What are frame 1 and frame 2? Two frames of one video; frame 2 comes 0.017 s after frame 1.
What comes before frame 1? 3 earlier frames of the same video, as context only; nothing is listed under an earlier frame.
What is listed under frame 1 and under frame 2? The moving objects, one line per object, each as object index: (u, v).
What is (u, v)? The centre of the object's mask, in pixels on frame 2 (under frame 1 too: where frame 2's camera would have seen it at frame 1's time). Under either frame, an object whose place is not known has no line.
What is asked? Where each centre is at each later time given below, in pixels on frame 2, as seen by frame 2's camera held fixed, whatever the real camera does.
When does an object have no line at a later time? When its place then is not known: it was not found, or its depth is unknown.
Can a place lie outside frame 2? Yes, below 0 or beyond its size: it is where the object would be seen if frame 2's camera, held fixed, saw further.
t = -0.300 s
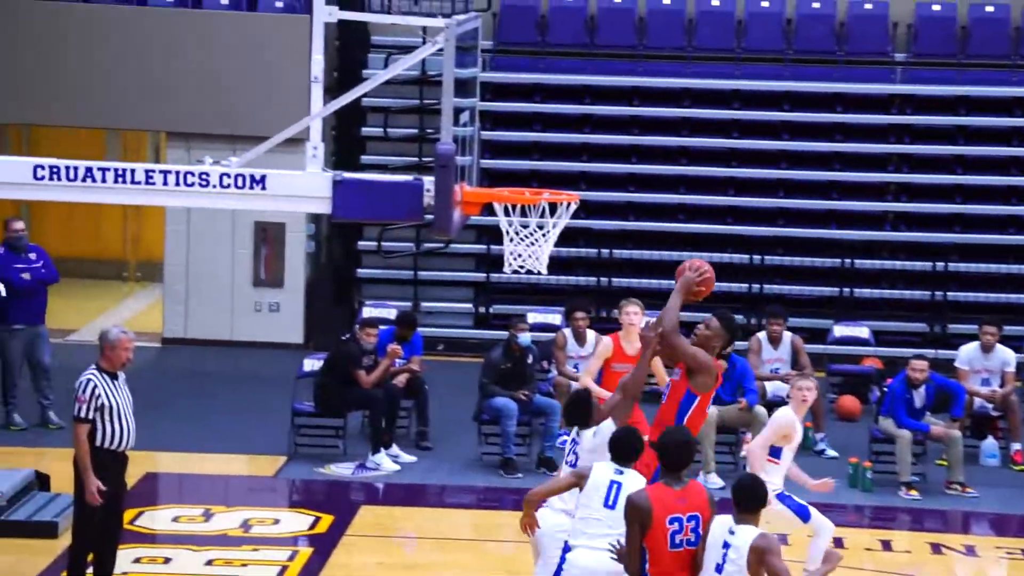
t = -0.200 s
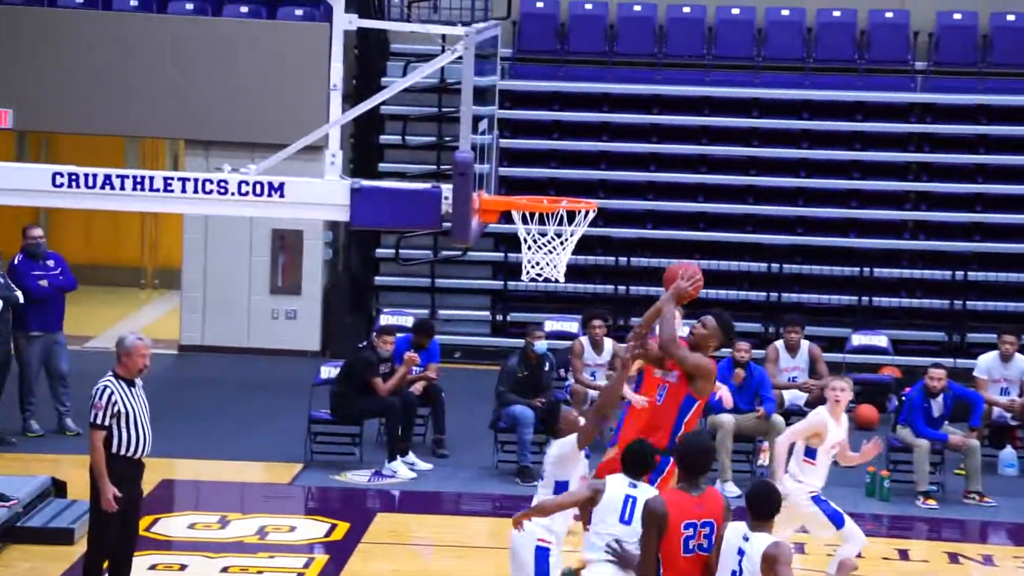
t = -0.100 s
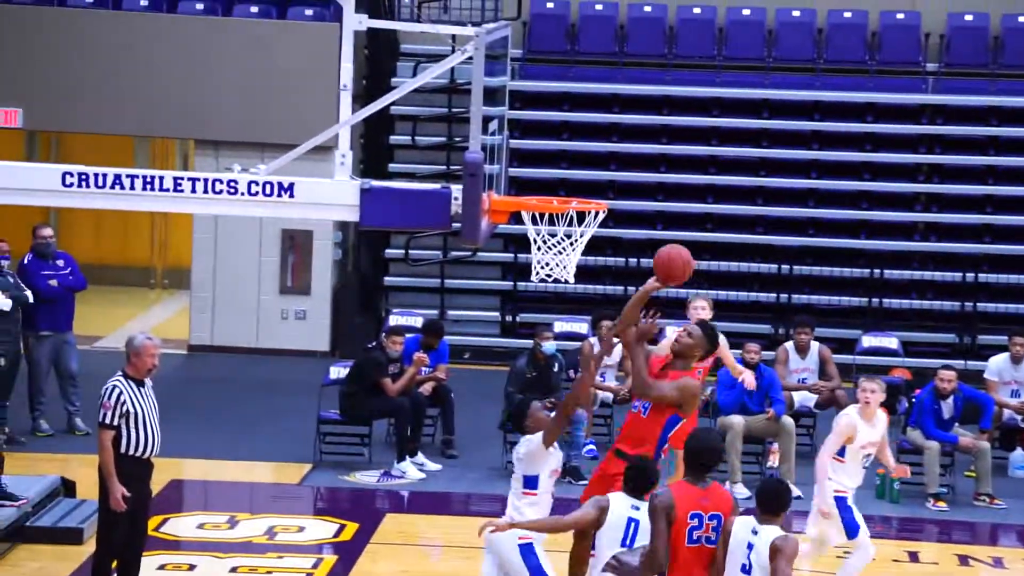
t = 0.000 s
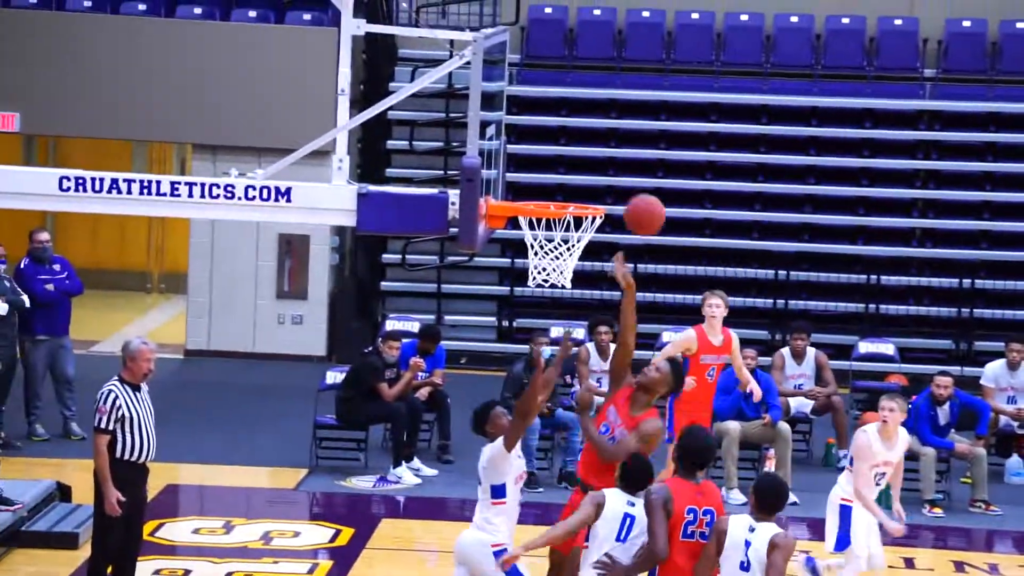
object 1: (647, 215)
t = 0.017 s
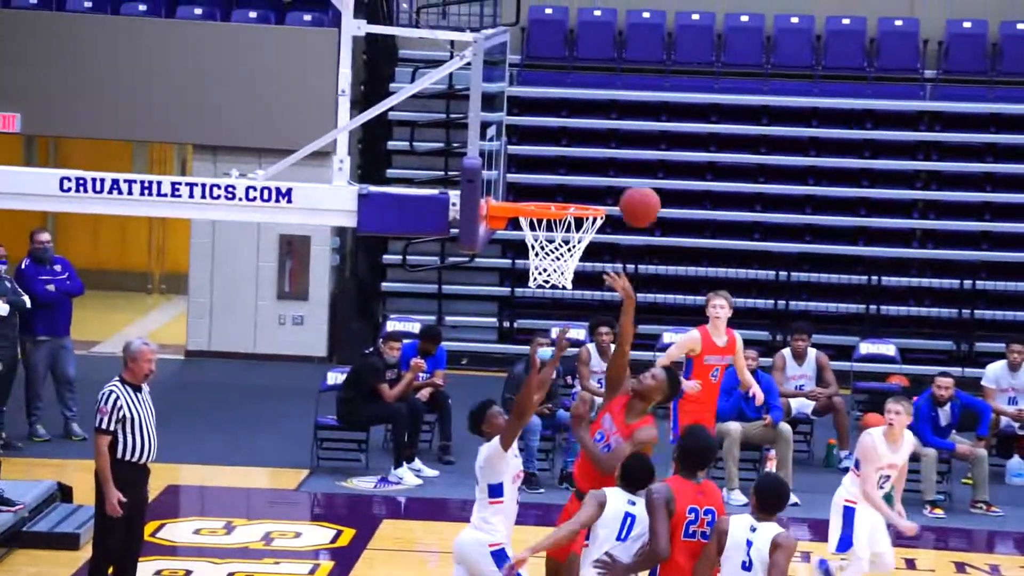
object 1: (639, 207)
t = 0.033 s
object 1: (635, 198)
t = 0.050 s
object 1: (629, 189)
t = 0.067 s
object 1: (623, 182)
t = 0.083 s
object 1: (620, 175)
